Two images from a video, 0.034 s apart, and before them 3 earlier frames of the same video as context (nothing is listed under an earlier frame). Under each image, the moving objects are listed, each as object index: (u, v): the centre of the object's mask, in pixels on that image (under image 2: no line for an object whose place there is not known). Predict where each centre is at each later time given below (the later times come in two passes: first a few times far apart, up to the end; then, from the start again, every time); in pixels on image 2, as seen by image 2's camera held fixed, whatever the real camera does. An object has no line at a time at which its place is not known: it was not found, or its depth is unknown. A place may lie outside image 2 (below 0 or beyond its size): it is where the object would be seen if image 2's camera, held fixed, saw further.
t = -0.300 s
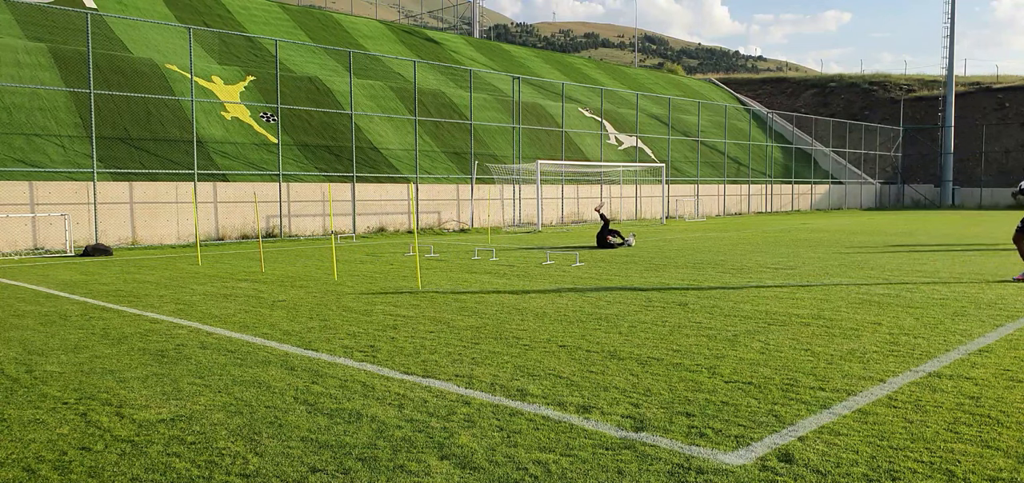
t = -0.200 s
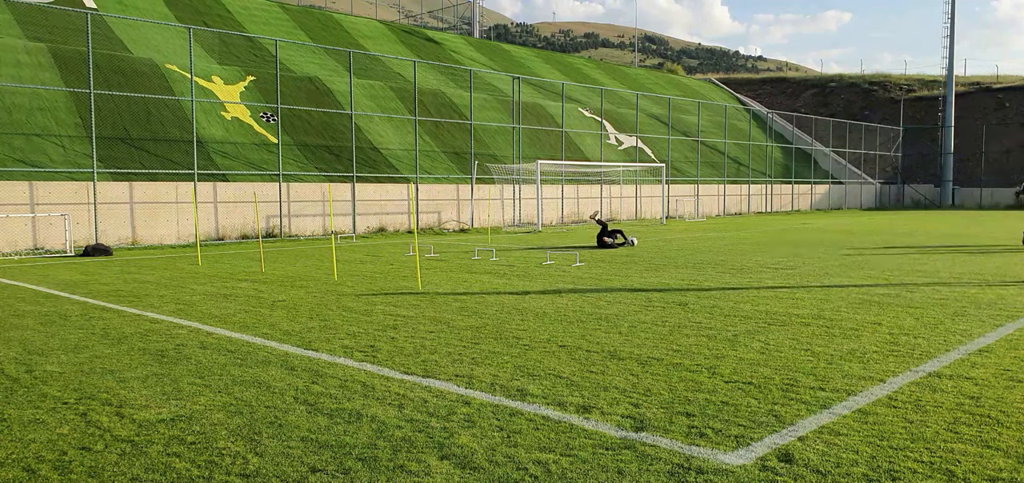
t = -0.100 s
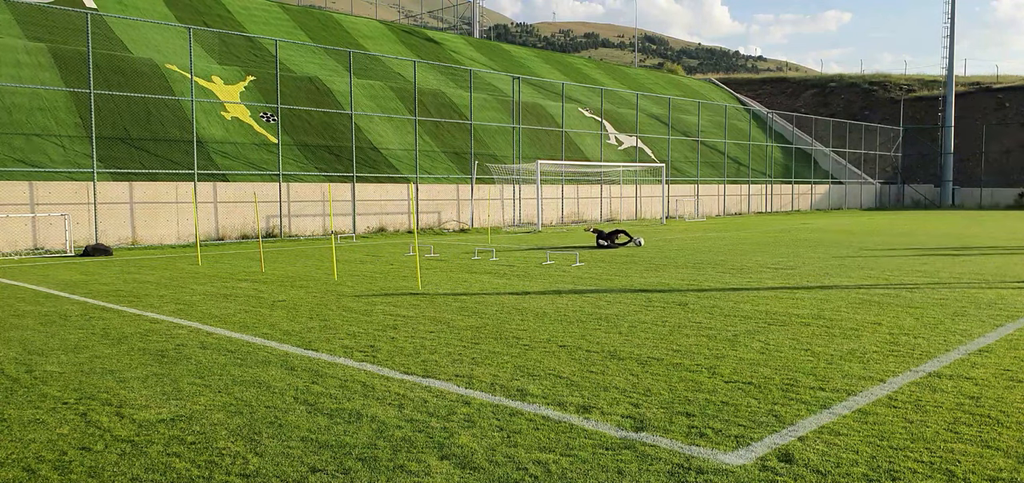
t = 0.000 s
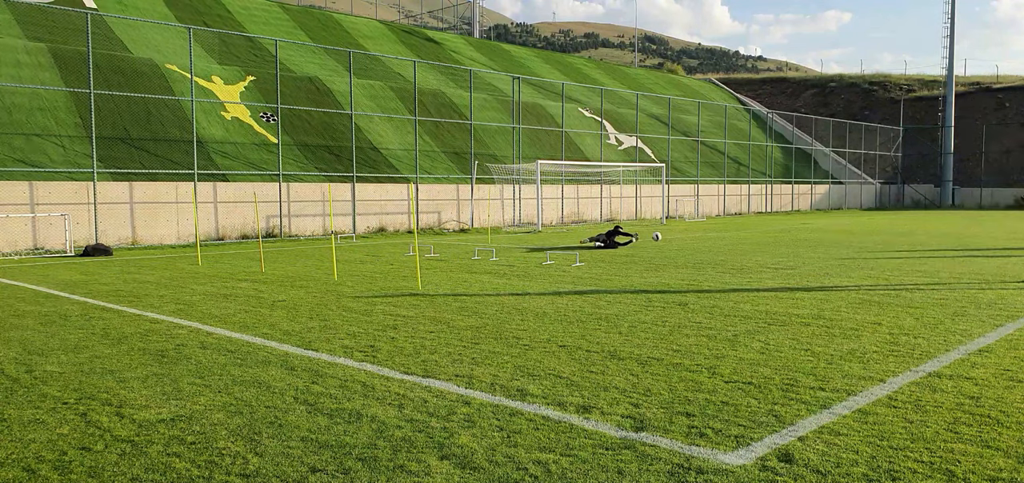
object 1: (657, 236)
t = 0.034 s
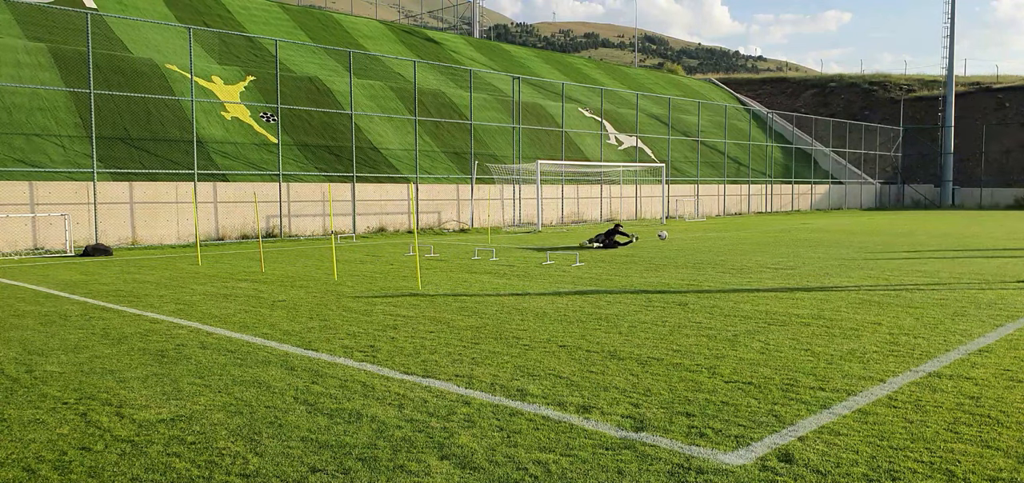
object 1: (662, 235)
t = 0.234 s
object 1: (702, 237)
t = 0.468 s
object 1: (746, 246)
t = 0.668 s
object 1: (776, 248)
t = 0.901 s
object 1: (816, 252)
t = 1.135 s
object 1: (859, 258)
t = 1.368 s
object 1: (905, 261)
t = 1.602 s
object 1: (953, 264)
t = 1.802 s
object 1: (996, 267)
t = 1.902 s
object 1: (1016, 268)
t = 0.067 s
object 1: (669, 234)
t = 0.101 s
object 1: (675, 234)
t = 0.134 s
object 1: (681, 234)
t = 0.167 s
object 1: (688, 234)
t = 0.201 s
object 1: (695, 236)
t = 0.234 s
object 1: (702, 237)
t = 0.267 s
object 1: (708, 239)
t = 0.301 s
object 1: (716, 242)
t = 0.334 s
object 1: (723, 245)
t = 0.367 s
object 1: (730, 249)
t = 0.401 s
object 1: (736, 249)
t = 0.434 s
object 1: (741, 247)
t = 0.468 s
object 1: (746, 246)
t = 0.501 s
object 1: (751, 245)
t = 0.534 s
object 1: (756, 244)
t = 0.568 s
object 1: (761, 244)
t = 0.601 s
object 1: (766, 244)
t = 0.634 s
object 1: (771, 246)
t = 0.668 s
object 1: (776, 248)
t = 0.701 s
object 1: (781, 250)
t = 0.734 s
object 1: (787, 253)
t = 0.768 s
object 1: (792, 253)
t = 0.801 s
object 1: (798, 252)
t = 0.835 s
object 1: (804, 251)
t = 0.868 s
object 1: (810, 251)
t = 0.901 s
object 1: (816, 252)
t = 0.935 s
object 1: (822, 253)
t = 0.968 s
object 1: (828, 255)
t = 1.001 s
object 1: (834, 257)
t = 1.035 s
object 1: (840, 257)
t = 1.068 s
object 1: (847, 257)
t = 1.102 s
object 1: (853, 257)
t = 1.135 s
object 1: (859, 258)
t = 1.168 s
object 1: (865, 259)
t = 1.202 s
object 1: (872, 259)
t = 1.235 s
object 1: (878, 259)
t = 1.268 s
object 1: (885, 260)
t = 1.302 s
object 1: (892, 260)
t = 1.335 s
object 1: (898, 261)
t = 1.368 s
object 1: (905, 261)
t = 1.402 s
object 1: (912, 261)
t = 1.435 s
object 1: (919, 261)
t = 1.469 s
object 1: (925, 262)
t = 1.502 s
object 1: (932, 262)
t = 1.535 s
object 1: (939, 263)
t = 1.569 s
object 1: (946, 263)
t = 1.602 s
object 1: (953, 264)
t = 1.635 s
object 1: (960, 264)
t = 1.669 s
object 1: (968, 265)
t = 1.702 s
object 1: (974, 265)
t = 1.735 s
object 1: (981, 266)
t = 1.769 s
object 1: (988, 266)
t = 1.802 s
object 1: (996, 267)
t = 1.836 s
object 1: (1003, 267)
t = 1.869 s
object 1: (1010, 268)
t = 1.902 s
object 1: (1016, 268)
